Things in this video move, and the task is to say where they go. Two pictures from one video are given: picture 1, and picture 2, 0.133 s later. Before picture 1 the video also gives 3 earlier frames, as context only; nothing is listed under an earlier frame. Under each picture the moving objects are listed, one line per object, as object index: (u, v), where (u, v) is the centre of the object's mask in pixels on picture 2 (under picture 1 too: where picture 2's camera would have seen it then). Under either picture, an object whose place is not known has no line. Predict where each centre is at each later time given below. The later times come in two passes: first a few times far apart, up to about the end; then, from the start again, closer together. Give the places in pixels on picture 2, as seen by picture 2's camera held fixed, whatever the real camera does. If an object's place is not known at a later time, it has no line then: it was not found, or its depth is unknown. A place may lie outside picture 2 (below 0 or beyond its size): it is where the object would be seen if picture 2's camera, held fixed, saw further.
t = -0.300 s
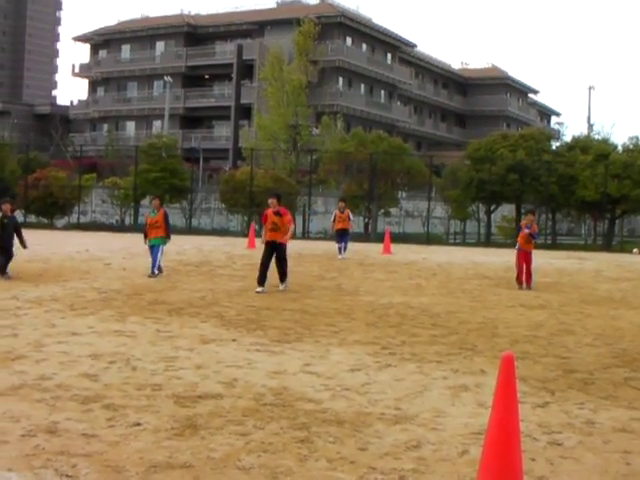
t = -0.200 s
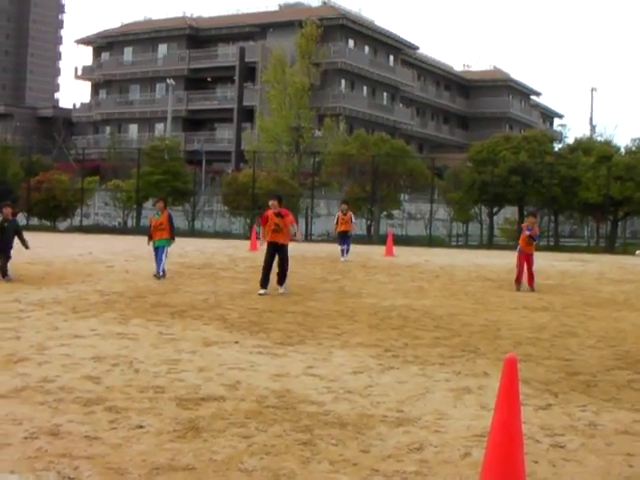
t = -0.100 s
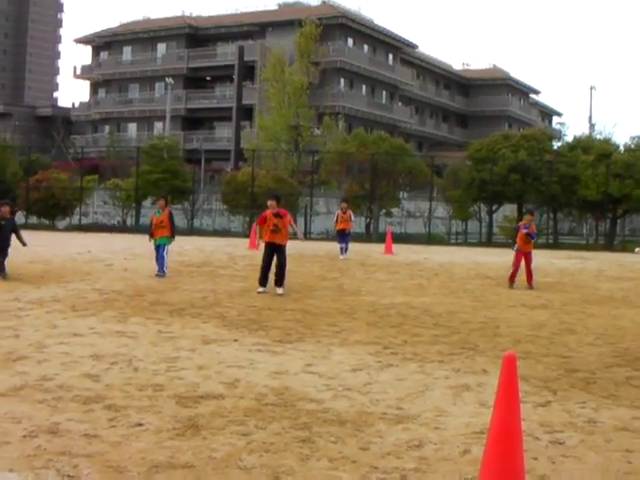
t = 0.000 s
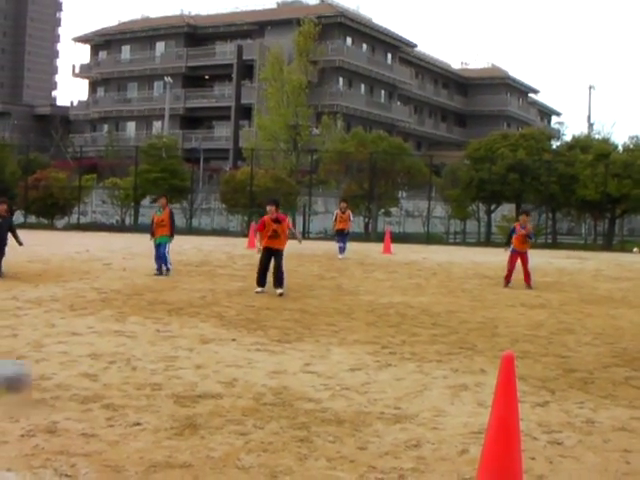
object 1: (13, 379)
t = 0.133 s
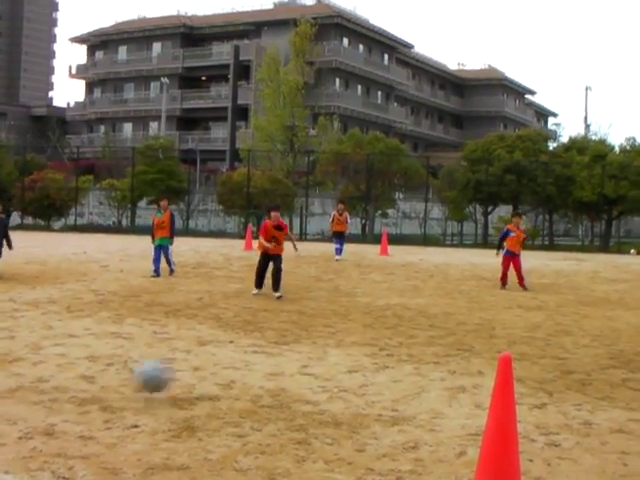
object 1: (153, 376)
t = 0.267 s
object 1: (266, 370)
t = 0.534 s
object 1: (444, 362)
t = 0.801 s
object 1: (578, 362)
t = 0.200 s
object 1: (211, 370)
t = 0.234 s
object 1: (238, 370)
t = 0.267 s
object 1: (266, 370)
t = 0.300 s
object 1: (292, 373)
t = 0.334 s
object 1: (320, 378)
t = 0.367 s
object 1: (342, 377)
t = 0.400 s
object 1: (364, 370)
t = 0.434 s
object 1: (384, 365)
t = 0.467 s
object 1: (404, 363)
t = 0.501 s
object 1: (424, 362)
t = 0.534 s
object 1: (444, 362)
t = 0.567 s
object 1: (462, 363)
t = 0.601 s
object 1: (478, 367)
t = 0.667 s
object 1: (519, 364)
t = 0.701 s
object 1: (530, 361)
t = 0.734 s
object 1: (548, 360)
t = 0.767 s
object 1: (564, 360)
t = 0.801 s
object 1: (578, 362)
